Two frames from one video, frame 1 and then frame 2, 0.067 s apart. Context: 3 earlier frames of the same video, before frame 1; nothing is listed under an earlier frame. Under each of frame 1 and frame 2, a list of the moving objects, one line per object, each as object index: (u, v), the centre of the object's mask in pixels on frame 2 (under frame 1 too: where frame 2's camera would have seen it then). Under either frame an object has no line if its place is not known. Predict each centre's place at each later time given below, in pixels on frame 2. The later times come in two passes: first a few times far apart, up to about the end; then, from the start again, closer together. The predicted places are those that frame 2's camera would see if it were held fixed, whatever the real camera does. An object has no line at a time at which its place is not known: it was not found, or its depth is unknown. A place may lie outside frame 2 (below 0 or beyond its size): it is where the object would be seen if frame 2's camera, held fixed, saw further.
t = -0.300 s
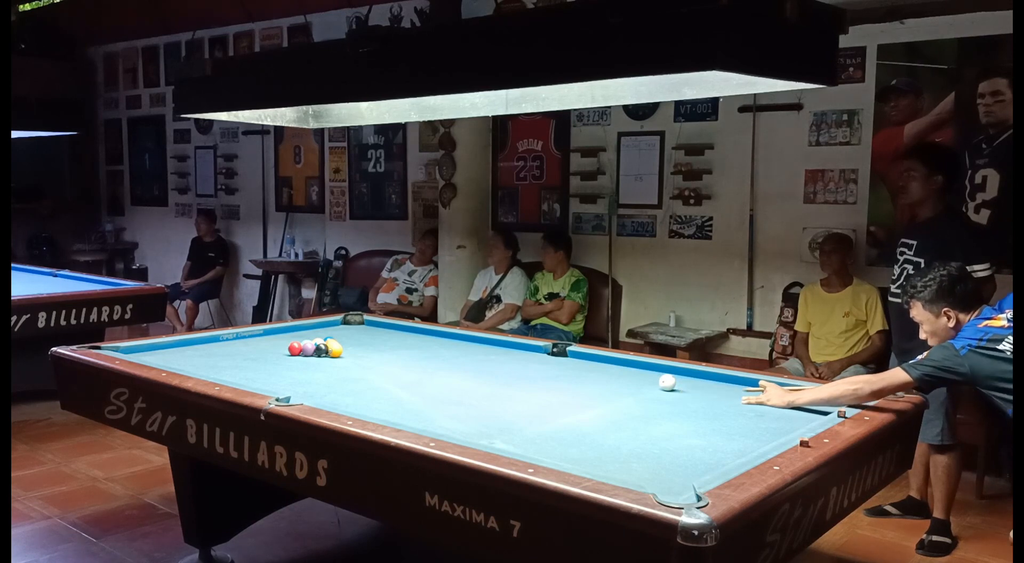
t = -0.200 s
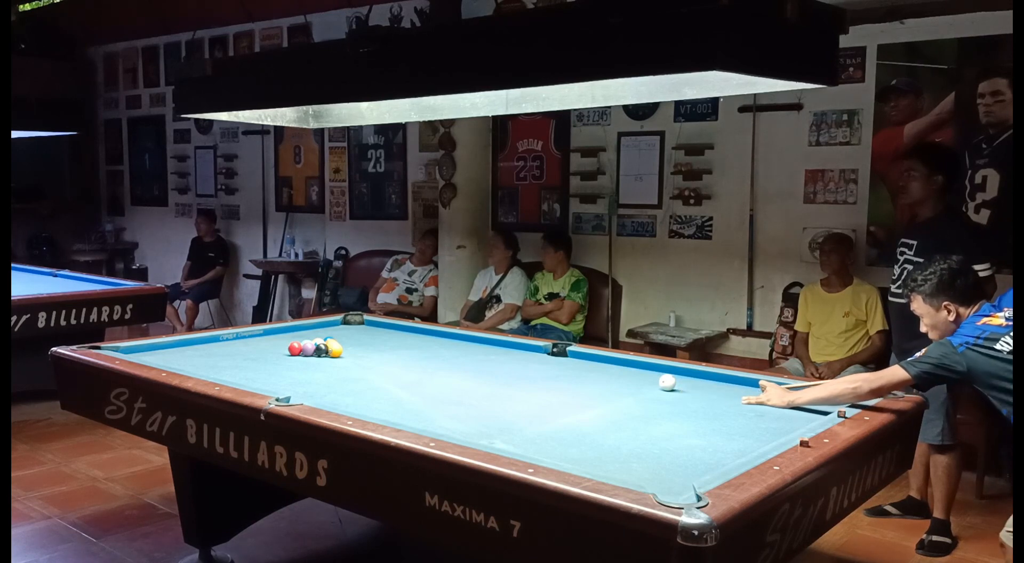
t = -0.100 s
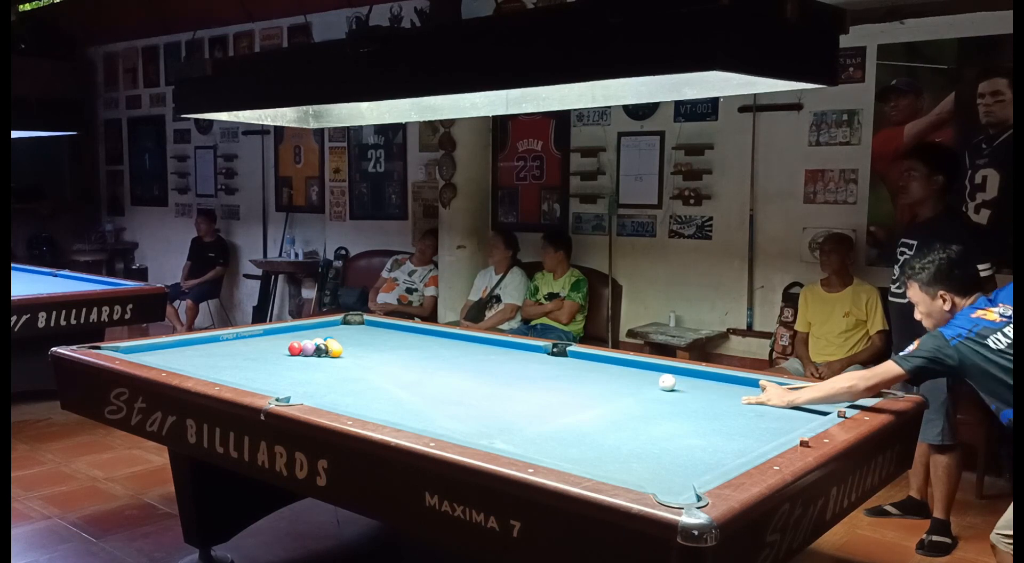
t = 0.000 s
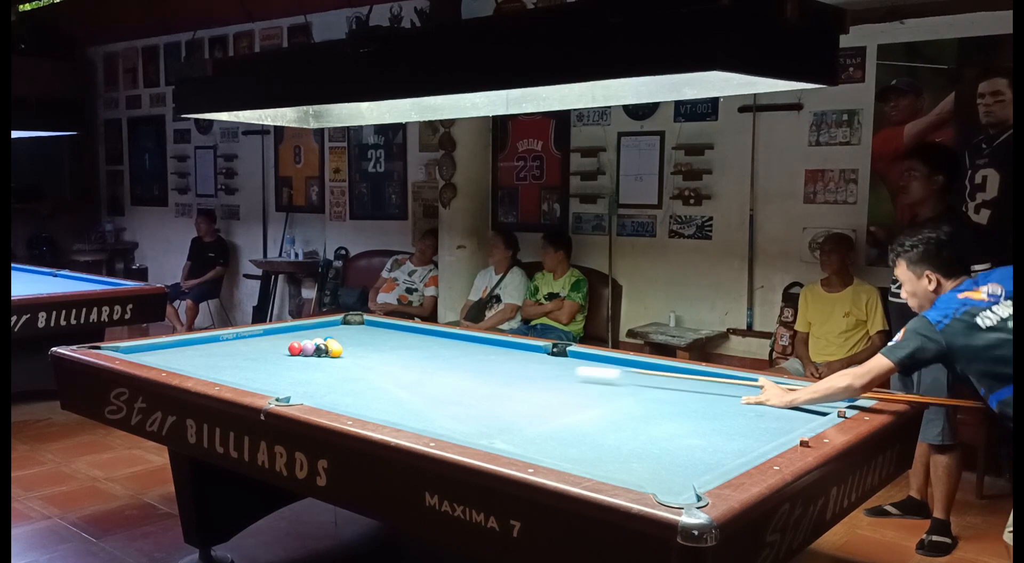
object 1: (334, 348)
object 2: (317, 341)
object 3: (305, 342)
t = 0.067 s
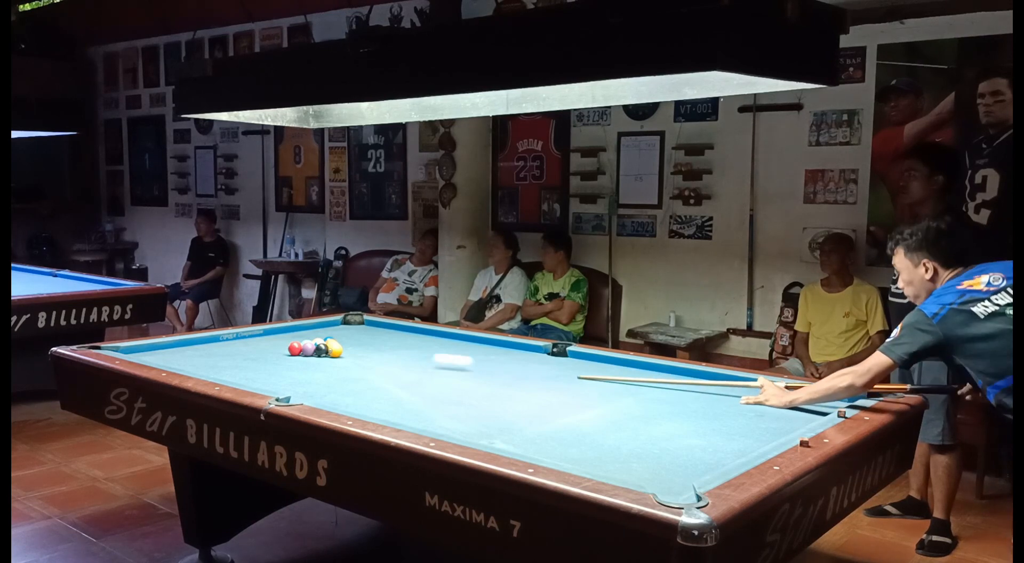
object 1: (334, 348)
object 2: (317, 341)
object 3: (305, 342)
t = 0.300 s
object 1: (356, 352)
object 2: (284, 340)
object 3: (252, 344)
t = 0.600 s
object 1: (388, 354)
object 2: (235, 335)
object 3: (195, 342)
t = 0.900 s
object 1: (418, 357)
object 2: (251, 340)
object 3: (203, 349)
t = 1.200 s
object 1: (447, 359)
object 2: (267, 344)
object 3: (211, 357)
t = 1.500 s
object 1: (470, 361)
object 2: (281, 348)
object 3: (218, 364)
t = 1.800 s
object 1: (495, 363)
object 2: (297, 352)
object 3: (226, 371)
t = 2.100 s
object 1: (518, 365)
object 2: (312, 356)
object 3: (235, 377)
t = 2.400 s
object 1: (538, 366)
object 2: (326, 361)
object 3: (251, 381)
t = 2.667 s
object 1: (554, 368)
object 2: (338, 364)
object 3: (269, 384)
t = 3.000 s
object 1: (571, 369)
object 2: (352, 367)
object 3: (290, 388)
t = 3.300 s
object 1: (583, 370)
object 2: (363, 371)
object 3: (307, 390)
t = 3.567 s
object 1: (591, 371)
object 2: (372, 373)
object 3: (319, 392)
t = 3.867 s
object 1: (598, 371)
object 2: (381, 375)
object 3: (331, 393)
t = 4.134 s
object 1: (601, 371)
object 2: (388, 377)
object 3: (339, 394)
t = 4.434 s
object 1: (602, 371)
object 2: (393, 380)
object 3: (345, 395)
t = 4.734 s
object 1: (601, 371)
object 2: (397, 380)
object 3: (349, 395)
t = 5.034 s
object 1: (601, 371)
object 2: (399, 381)
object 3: (350, 395)
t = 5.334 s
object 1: (602, 371)
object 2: (399, 381)
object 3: (349, 396)
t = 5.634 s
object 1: (601, 371)
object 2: (399, 381)
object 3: (349, 396)
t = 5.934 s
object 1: (601, 371)
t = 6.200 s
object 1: (601, 371)
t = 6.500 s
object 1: (601, 371)
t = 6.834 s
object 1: (601, 371)
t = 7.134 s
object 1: (601, 371)
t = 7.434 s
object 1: (601, 371)
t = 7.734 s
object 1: (601, 371)
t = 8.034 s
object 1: (601, 371)
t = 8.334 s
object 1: (601, 371)
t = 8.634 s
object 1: (602, 371)
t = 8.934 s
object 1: (602, 371)
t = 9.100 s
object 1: (602, 371)
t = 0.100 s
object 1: (334, 348)
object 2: (317, 341)
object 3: (305, 342)
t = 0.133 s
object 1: (332, 343)
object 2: (315, 341)
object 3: (301, 343)
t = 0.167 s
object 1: (342, 349)
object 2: (309, 341)
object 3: (291, 346)
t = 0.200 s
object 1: (345, 350)
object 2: (301, 341)
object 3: (280, 345)
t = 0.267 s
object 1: (352, 352)
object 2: (289, 341)
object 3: (261, 344)
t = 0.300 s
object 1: (356, 352)
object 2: (284, 340)
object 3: (252, 344)
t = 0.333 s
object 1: (359, 352)
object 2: (277, 340)
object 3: (243, 343)
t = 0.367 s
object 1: (363, 352)
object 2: (272, 339)
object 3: (234, 343)
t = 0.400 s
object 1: (367, 353)
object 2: (266, 339)
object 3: (225, 342)
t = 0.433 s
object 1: (370, 353)
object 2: (261, 338)
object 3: (216, 342)
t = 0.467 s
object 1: (374, 353)
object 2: (256, 337)
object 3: (208, 341)
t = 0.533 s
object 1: (381, 354)
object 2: (245, 336)
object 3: (193, 341)
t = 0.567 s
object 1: (384, 354)
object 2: (239, 335)
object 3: (195, 342)
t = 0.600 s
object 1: (388, 354)
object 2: (235, 335)
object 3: (195, 342)
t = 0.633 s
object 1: (391, 355)
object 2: (237, 336)
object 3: (196, 343)
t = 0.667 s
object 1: (395, 355)
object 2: (239, 336)
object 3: (197, 344)
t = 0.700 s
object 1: (398, 355)
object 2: (241, 336)
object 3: (198, 345)
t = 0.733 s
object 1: (401, 356)
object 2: (242, 337)
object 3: (198, 345)
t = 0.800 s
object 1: (408, 356)
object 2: (246, 336)
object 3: (200, 347)
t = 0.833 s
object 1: (411, 356)
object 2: (248, 338)
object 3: (201, 348)
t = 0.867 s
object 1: (415, 357)
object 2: (249, 339)
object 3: (202, 349)
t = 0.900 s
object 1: (418, 357)
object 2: (251, 340)
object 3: (203, 349)
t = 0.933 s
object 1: (421, 357)
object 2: (253, 340)
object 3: (204, 350)
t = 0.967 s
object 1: (424, 358)
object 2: (255, 341)
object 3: (204, 351)
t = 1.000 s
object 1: (428, 358)
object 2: (257, 341)
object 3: (205, 352)
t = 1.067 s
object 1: (434, 358)
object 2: (260, 342)
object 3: (207, 354)
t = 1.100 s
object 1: (437, 358)
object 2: (262, 343)
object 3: (208, 354)
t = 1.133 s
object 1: (440, 359)
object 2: (264, 343)
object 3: (209, 355)
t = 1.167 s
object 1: (443, 359)
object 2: (266, 344)
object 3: (210, 356)
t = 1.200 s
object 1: (447, 359)
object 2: (267, 344)
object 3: (211, 357)
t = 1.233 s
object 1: (450, 359)
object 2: (269, 345)
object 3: (212, 358)
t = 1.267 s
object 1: (453, 360)
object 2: (271, 345)
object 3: (212, 359)
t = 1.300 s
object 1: (456, 360)
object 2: (273, 346)
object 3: (213, 359)
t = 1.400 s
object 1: (462, 361)
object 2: (276, 347)
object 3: (215, 361)
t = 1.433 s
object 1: (465, 361)
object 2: (278, 347)
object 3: (216, 362)
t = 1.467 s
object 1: (468, 361)
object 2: (280, 348)
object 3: (217, 363)
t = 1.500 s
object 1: (470, 361)
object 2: (281, 348)
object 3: (218, 364)
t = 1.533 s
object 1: (473, 361)
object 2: (283, 349)
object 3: (219, 364)
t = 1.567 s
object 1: (476, 362)
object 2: (285, 349)
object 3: (220, 365)
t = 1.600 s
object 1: (479, 362)
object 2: (287, 349)
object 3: (221, 366)
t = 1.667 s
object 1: (484, 362)
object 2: (290, 351)
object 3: (222, 368)
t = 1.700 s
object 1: (487, 362)
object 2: (292, 351)
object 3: (223, 369)
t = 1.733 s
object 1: (490, 363)
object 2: (293, 352)
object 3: (224, 370)
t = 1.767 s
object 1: (493, 363)
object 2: (295, 352)
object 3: (225, 370)
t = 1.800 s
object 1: (495, 363)
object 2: (297, 352)
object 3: (226, 371)
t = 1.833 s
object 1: (498, 363)
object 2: (298, 353)
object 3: (227, 372)
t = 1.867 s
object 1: (500, 364)
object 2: (300, 353)
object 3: (228, 372)
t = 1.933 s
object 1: (505, 364)
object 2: (304, 354)
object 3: (230, 374)
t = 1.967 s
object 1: (508, 364)
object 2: (305, 354)
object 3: (231, 374)
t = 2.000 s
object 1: (510, 364)
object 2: (307, 355)
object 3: (232, 375)
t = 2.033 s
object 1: (513, 364)
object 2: (309, 355)
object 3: (233, 376)
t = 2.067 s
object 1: (515, 365)
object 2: (310, 356)
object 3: (234, 376)
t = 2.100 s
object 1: (518, 365)
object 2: (312, 356)
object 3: (235, 377)
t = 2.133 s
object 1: (520, 365)
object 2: (314, 357)
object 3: (236, 377)
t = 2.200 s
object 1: (525, 365)
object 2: (317, 358)
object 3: (238, 378)
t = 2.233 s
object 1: (527, 366)
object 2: (318, 358)
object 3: (239, 379)
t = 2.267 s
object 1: (529, 366)
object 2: (320, 359)
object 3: (241, 379)
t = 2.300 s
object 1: (531, 366)
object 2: (322, 359)
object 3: (244, 380)
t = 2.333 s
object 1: (534, 366)
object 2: (323, 360)
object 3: (246, 380)
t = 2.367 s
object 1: (536, 366)
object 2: (325, 360)
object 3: (248, 381)
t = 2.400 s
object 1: (538, 366)
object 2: (326, 361)
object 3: (251, 381)
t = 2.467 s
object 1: (542, 367)
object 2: (329, 361)
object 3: (256, 382)
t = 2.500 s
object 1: (544, 367)
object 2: (331, 362)
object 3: (258, 382)
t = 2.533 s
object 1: (546, 367)
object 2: (333, 362)
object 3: (260, 383)
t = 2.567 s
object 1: (548, 367)
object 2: (334, 362)
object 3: (263, 383)
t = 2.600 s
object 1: (550, 367)
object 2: (336, 363)
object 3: (265, 384)
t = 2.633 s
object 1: (552, 367)
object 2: (337, 363)
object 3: (267, 384)
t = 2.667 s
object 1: (554, 368)
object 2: (338, 364)
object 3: (269, 384)
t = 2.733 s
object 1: (557, 368)
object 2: (341, 365)
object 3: (274, 385)
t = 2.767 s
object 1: (559, 368)
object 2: (343, 365)
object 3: (276, 385)
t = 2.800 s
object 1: (561, 368)
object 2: (344, 365)
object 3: (278, 386)
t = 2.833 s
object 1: (562, 368)
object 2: (345, 366)
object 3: (280, 386)
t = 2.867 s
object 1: (564, 368)
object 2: (347, 366)
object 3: (282, 387)
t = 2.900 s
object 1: (566, 369)
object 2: (348, 366)
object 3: (284, 387)
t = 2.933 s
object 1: (567, 369)
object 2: (350, 367)
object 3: (286, 387)
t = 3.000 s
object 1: (571, 369)
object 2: (352, 367)
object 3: (290, 388)
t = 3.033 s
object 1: (572, 369)
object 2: (353, 368)
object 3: (292, 388)
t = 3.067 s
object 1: (573, 369)
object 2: (355, 368)
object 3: (294, 389)
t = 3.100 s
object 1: (575, 369)
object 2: (356, 369)
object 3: (296, 389)
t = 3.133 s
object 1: (576, 369)
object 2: (357, 369)
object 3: (298, 389)
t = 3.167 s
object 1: (578, 369)
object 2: (359, 369)
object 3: (300, 390)
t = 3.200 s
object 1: (579, 370)
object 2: (360, 370)
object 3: (302, 390)
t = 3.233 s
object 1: (580, 369)
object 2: (361, 370)
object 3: (303, 390)
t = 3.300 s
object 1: (583, 370)
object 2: (363, 371)
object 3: (307, 390)
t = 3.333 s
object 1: (584, 370)
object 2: (365, 371)
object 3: (308, 391)
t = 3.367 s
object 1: (585, 370)
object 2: (366, 371)
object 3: (310, 391)
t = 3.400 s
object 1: (586, 370)
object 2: (367, 372)
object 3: (311, 391)
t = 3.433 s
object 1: (587, 370)
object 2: (368, 372)
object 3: (313, 391)
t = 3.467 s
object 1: (588, 370)
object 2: (369, 372)
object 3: (315, 392)
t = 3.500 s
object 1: (589, 370)
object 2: (370, 373)
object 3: (316, 392)
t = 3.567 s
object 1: (591, 371)
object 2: (372, 373)
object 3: (319, 392)
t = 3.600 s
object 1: (592, 371)
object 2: (373, 373)
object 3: (321, 392)
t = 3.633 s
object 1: (593, 371)
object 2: (375, 374)
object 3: (322, 393)
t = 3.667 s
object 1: (594, 371)
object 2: (376, 374)
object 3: (323, 393)
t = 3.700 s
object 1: (594, 371)
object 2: (377, 374)
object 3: (325, 393)
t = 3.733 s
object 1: (595, 371)
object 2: (378, 374)
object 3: (326, 393)
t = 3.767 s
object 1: (596, 371)
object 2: (379, 375)
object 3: (327, 393)
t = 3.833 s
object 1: (597, 371)
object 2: (381, 375)
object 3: (329, 393)
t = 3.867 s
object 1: (598, 371)
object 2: (381, 375)
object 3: (331, 393)
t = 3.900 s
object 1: (598, 371)
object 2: (382, 376)
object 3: (332, 394)
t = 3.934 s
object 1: (599, 371)
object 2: (383, 376)
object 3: (333, 394)
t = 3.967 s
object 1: (599, 371)
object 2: (384, 376)
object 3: (334, 394)
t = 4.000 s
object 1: (600, 371)
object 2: (385, 377)
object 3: (335, 394)
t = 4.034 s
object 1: (600, 371)
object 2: (385, 377)
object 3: (336, 394)
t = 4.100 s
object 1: (600, 371)
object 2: (387, 377)
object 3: (338, 394)
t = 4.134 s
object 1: (601, 371)
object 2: (388, 377)
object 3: (339, 394)
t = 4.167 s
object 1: (601, 371)
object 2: (388, 378)
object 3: (339, 394)
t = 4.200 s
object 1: (601, 371)
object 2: (389, 378)
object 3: (340, 394)
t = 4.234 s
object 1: (601, 371)
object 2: (390, 378)
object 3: (341, 394)
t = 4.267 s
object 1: (602, 371)
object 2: (390, 378)
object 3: (342, 394)
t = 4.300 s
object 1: (602, 371)
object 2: (391, 379)
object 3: (342, 395)
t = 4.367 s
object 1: (602, 371)
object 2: (392, 379)
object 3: (344, 394)
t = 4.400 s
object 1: (602, 371)
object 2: (392, 379)
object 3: (344, 394)
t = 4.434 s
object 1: (602, 371)
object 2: (393, 380)
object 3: (345, 395)
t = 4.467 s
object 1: (602, 371)
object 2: (393, 380)
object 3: (346, 395)
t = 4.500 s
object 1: (602, 371)
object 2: (394, 380)
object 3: (346, 395)
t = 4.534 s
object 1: (602, 371)
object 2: (395, 380)
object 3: (347, 395)
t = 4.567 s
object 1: (602, 371)
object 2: (395, 380)
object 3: (347, 395)
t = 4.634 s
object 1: (602, 371)
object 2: (396, 380)
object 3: (348, 395)
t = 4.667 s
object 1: (601, 371)
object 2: (396, 380)
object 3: (348, 395)
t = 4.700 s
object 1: (601, 371)
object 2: (397, 380)
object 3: (349, 395)
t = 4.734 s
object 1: (601, 371)
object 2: (397, 380)
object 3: (349, 395)
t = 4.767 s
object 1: (602, 371)
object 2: (397, 380)
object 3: (349, 395)
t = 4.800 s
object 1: (601, 371)
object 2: (397, 380)
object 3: (349, 395)
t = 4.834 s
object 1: (601, 371)
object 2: (398, 380)
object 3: (349, 395)
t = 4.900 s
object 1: (601, 371)
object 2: (398, 381)
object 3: (350, 395)
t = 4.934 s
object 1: (601, 371)
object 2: (398, 381)
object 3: (350, 395)
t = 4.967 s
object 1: (601, 371)
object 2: (399, 381)
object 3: (350, 395)
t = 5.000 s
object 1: (601, 371)
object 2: (399, 381)
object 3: (350, 395)
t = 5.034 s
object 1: (601, 371)
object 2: (399, 381)
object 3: (350, 395)
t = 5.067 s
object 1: (601, 371)
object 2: (399, 381)
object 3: (350, 395)
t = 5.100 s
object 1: (601, 371)
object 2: (399, 381)
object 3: (349, 395)
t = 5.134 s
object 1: (601, 371)
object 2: (399, 381)
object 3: (349, 395)
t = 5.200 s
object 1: (601, 371)
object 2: (399, 381)
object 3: (349, 395)
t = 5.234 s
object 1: (601, 371)
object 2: (399, 381)
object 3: (349, 395)
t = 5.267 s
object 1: (602, 371)
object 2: (399, 381)
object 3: (349, 396)
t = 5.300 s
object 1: (601, 371)
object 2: (399, 381)
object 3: (349, 396)
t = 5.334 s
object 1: (602, 371)
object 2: (399, 381)
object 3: (349, 396)
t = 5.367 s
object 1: (601, 371)
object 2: (399, 381)
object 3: (349, 396)
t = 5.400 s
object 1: (602, 371)
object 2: (399, 381)
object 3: (349, 396)
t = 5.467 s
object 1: (601, 371)
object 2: (399, 381)
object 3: (349, 395)
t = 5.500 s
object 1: (601, 371)
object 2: (399, 381)
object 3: (349, 395)
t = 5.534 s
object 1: (601, 371)
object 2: (399, 381)
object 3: (349, 396)
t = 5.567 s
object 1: (601, 371)
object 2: (399, 381)
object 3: (349, 396)
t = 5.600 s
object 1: (601, 371)
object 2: (399, 381)
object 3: (349, 396)
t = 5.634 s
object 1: (601, 371)
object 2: (399, 381)
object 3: (349, 396)
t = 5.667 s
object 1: (601, 371)
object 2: (399, 381)
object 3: (349, 396)
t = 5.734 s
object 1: (601, 371)
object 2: (399, 381)
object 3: (349, 396)
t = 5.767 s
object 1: (601, 371)
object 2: (399, 381)
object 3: (349, 396)
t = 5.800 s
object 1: (601, 371)
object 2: (399, 381)
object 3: (349, 396)
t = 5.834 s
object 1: (601, 371)
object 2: (399, 381)
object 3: (349, 395)
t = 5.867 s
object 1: (601, 371)
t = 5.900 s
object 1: (601, 371)
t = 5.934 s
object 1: (601, 371)
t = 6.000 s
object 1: (601, 371)
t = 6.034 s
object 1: (601, 371)
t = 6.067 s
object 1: (601, 371)
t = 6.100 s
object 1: (601, 371)
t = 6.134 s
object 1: (601, 371)
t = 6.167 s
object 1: (601, 371)
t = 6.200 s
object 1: (601, 371)
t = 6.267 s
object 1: (601, 371)
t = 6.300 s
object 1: (601, 371)
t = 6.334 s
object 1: (601, 371)
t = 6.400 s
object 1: (601, 371)
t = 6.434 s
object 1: (601, 371)
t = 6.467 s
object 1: (601, 371)
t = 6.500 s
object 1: (601, 371)
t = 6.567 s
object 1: (601, 371)
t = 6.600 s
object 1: (601, 371)
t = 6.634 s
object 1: (601, 371)
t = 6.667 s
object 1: (601, 371)
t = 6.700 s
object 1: (601, 371)
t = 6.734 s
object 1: (601, 371)
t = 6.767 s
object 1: (601, 371)
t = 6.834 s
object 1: (601, 371)
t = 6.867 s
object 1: (601, 371)
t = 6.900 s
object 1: (601, 371)
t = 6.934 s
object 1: (601, 371)
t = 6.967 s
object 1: (601, 371)
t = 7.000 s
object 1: (601, 371)
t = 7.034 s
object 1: (601, 371)
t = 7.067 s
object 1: (601, 371)
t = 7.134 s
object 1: (601, 371)
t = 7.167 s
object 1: (601, 371)
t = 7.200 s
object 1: (601, 371)
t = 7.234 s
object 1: (601, 371)
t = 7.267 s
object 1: (601, 371)
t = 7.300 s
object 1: (601, 371)
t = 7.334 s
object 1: (601, 371)
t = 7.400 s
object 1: (601, 371)
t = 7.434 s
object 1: (601, 371)
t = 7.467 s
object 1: (601, 371)
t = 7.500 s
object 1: (601, 371)
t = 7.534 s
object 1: (601, 371)
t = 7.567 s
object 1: (601, 371)
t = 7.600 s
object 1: (601, 371)
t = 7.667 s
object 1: (601, 371)
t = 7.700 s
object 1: (601, 371)
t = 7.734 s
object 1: (601, 371)
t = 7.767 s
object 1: (601, 371)
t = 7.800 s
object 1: (601, 371)
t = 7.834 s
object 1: (601, 371)
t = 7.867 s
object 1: (601, 371)
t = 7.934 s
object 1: (601, 371)
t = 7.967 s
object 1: (601, 371)
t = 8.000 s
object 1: (601, 371)
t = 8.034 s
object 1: (601, 371)
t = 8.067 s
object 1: (601, 371)
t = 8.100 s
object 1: (601, 371)
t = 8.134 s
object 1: (601, 371)
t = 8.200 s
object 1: (601, 371)
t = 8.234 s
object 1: (601, 371)
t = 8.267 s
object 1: (601, 371)
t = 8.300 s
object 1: (601, 371)
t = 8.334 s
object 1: (601, 371)
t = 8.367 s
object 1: (601, 371)
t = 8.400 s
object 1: (601, 371)
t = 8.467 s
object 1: (602, 371)
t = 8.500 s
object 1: (602, 371)
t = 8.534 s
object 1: (602, 371)
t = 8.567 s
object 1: (602, 371)
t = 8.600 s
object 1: (602, 371)
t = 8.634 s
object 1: (602, 371)
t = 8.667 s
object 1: (602, 371)
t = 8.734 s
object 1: (602, 371)
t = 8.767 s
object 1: (602, 371)
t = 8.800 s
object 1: (602, 371)
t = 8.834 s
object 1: (602, 371)
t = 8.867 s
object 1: (602, 371)
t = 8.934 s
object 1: (602, 371)
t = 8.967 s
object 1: (602, 371)
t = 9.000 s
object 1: (602, 371)
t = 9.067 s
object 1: (602, 371)
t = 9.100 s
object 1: (602, 371)
